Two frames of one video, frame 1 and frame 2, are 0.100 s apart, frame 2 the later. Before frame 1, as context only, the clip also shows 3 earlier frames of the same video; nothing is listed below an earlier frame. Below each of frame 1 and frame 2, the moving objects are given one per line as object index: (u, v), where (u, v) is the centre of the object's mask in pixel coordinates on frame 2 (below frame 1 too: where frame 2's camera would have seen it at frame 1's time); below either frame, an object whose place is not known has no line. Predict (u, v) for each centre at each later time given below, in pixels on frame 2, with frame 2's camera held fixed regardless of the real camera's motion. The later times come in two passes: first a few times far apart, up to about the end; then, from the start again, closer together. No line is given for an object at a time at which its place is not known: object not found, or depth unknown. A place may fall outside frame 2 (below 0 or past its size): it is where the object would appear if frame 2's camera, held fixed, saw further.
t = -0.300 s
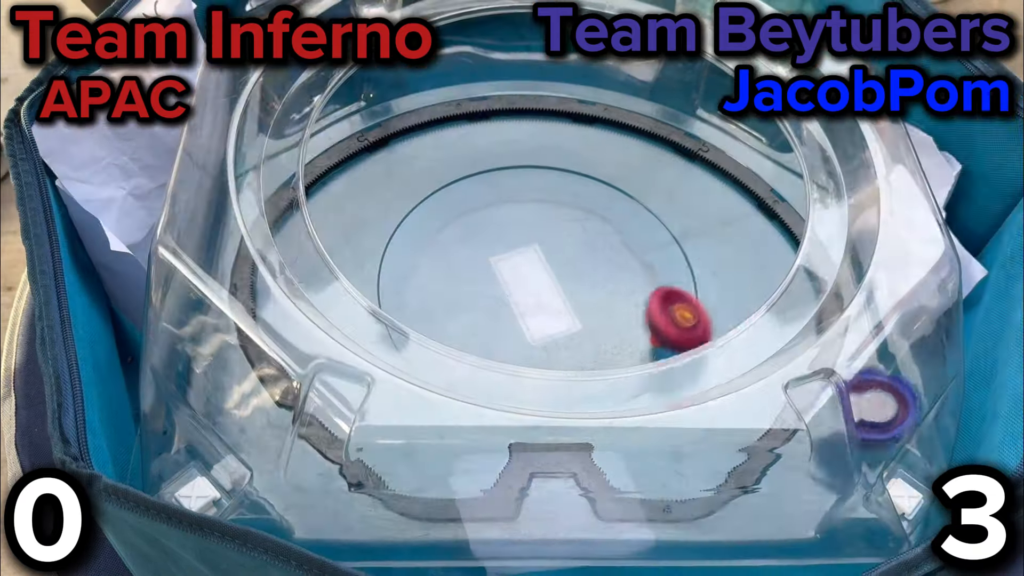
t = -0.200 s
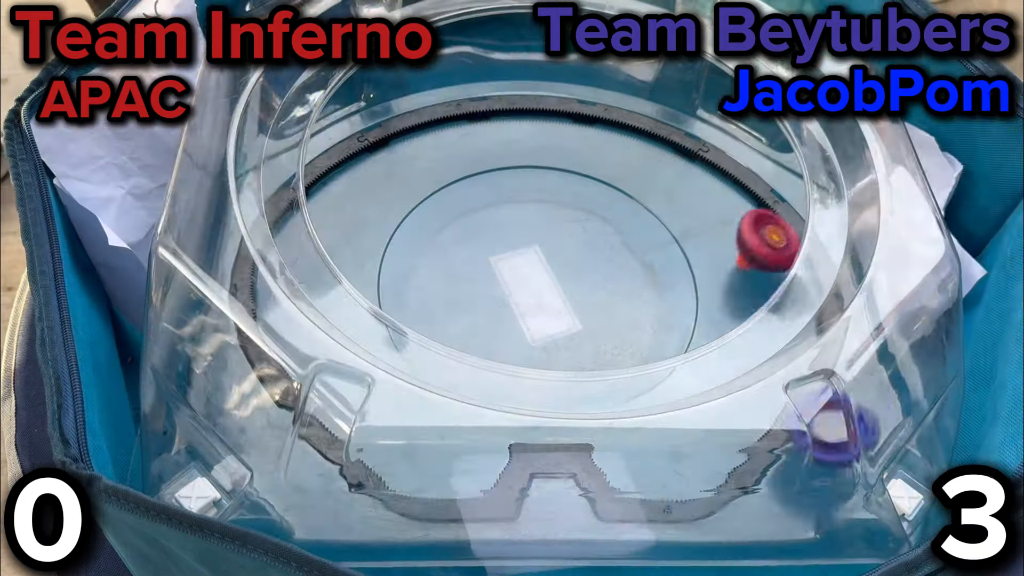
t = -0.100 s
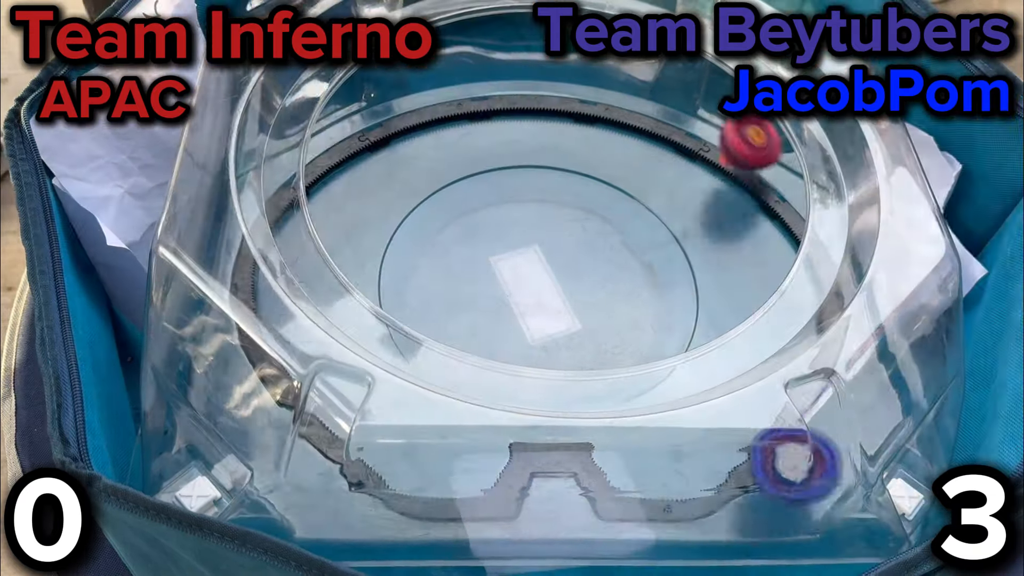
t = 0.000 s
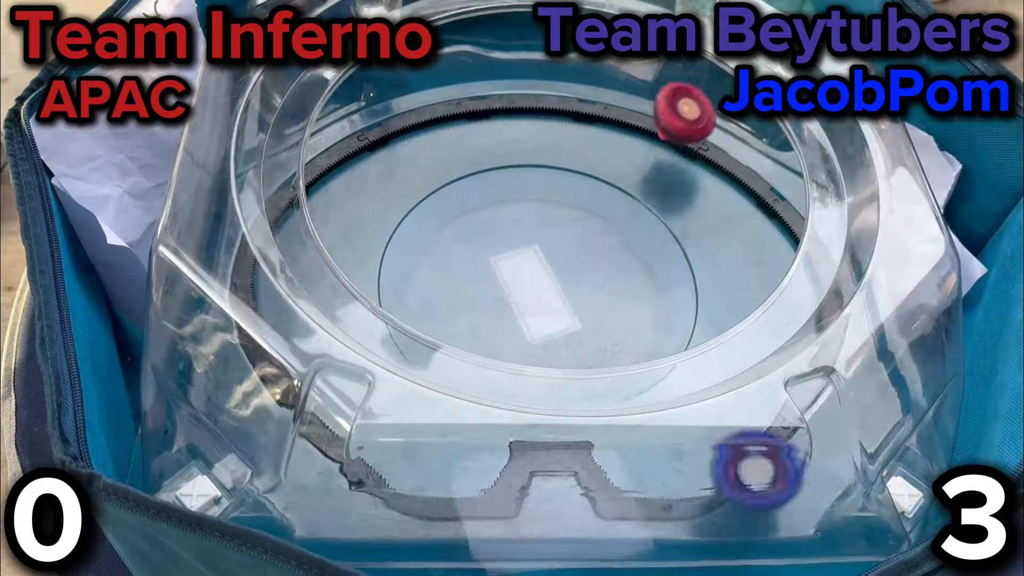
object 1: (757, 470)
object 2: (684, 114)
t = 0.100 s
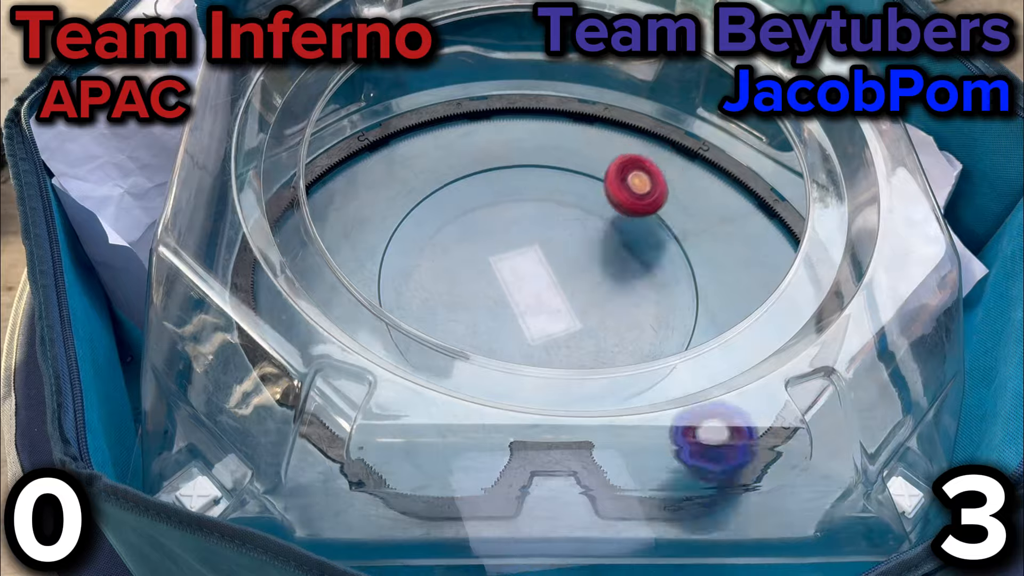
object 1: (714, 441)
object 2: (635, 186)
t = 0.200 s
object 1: (669, 432)
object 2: (575, 263)
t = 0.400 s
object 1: (598, 358)
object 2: (468, 349)
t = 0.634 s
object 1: (595, 321)
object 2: (517, 331)
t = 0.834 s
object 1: (658, 218)
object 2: (536, 247)
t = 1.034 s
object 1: (496, 152)
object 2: (445, 248)
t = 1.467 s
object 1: (481, 71)
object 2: (654, 336)
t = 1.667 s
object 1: (316, 268)
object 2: (768, 211)
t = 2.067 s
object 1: (588, 77)
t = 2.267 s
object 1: (432, 250)
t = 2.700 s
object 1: (653, 152)
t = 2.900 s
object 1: (515, 189)
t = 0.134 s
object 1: (700, 436)
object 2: (617, 212)
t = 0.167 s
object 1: (683, 429)
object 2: (596, 240)
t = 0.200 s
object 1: (669, 432)
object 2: (575, 263)
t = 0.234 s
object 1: (655, 430)
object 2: (553, 284)
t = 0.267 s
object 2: (532, 303)
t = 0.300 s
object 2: (512, 318)
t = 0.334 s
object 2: (494, 329)
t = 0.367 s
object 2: (482, 333)
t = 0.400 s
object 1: (598, 358)
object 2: (468, 349)
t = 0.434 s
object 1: (593, 356)
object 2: (461, 351)
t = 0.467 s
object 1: (589, 353)
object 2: (460, 359)
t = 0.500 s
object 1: (587, 350)
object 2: (462, 360)
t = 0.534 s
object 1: (588, 345)
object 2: (469, 355)
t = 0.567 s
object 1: (589, 339)
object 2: (482, 348)
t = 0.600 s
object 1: (592, 330)
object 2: (499, 335)
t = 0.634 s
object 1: (595, 321)
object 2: (517, 331)
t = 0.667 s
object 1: (619, 309)
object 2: (516, 319)
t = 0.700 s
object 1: (641, 294)
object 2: (513, 306)
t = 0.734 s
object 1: (656, 276)
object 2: (513, 291)
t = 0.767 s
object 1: (664, 257)
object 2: (517, 276)
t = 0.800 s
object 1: (665, 237)
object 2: (525, 261)
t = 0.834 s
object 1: (658, 218)
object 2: (536, 247)
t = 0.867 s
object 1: (646, 200)
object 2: (549, 233)
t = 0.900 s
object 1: (628, 184)
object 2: (562, 218)
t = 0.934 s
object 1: (634, 152)
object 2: (545, 217)
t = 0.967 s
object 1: (660, 117)
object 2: (507, 228)
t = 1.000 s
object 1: (586, 127)
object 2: (473, 239)
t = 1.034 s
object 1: (496, 152)
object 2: (445, 248)
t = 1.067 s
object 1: (412, 180)
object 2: (423, 258)
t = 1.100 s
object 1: (333, 214)
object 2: (405, 270)
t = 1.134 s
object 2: (398, 282)
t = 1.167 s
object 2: (394, 298)
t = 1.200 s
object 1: (478, 452)
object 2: (402, 308)
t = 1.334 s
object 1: (624, 130)
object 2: (496, 352)
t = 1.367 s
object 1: (588, 90)
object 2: (535, 357)
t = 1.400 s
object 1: (548, 66)
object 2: (573, 351)
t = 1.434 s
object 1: (514, 52)
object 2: (614, 346)
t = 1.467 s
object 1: (481, 71)
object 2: (654, 336)
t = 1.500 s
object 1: (445, 102)
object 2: (690, 319)
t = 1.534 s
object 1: (412, 130)
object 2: (715, 294)
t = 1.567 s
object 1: (379, 161)
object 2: (733, 272)
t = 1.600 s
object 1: (352, 195)
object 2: (748, 251)
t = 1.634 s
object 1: (331, 230)
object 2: (760, 230)
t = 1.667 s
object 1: (316, 268)
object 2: (768, 211)
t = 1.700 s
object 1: (299, 313)
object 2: (772, 192)
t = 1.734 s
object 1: (298, 347)
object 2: (727, 172)
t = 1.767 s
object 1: (355, 406)
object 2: (680, 155)
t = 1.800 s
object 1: (447, 460)
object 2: (636, 139)
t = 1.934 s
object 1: (602, 188)
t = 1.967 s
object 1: (622, 120)
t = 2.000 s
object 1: (629, 78)
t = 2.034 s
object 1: (610, 75)
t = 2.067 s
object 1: (588, 77)
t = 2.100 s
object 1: (564, 91)
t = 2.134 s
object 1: (537, 121)
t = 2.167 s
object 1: (508, 163)
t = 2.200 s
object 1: (484, 186)
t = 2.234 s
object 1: (458, 214)
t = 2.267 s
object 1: (432, 250)
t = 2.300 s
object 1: (411, 282)
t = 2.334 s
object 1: (394, 317)
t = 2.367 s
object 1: (401, 340)
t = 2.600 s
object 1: (588, 277)
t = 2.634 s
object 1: (618, 234)
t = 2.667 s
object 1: (641, 192)
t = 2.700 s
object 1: (653, 152)
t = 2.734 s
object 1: (661, 125)
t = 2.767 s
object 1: (648, 116)
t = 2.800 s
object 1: (620, 127)
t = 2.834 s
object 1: (589, 148)
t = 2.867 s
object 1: (553, 167)
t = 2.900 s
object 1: (515, 189)
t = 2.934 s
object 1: (475, 215)
